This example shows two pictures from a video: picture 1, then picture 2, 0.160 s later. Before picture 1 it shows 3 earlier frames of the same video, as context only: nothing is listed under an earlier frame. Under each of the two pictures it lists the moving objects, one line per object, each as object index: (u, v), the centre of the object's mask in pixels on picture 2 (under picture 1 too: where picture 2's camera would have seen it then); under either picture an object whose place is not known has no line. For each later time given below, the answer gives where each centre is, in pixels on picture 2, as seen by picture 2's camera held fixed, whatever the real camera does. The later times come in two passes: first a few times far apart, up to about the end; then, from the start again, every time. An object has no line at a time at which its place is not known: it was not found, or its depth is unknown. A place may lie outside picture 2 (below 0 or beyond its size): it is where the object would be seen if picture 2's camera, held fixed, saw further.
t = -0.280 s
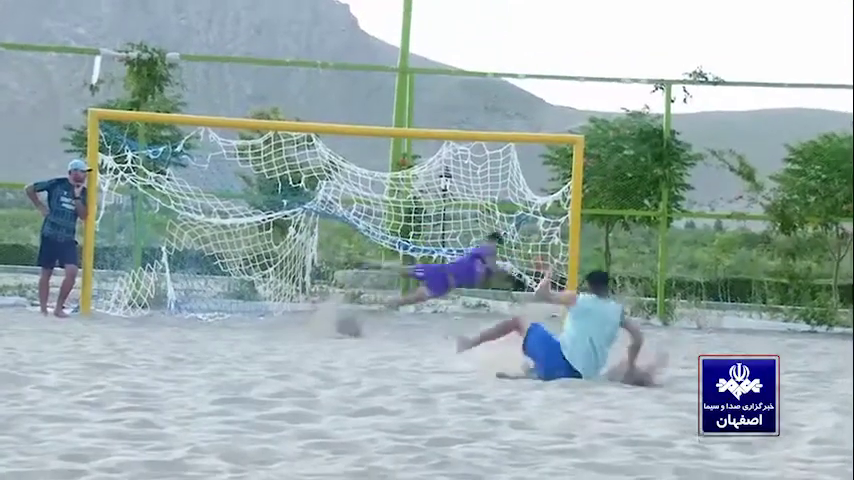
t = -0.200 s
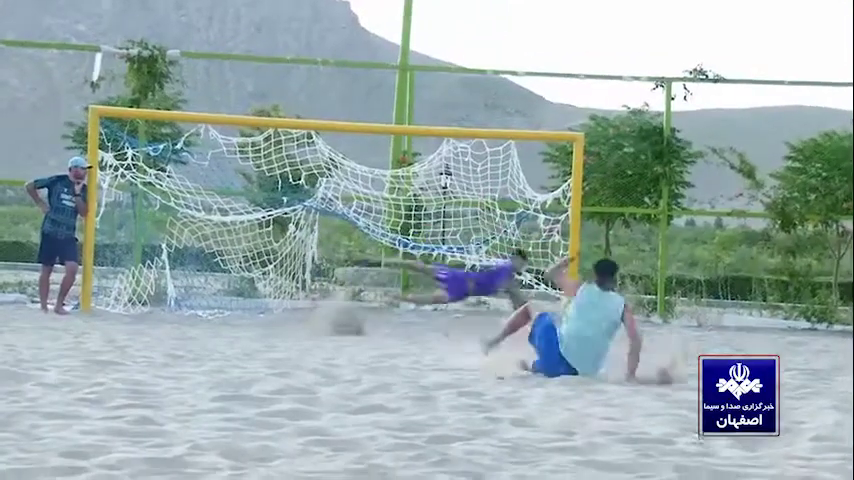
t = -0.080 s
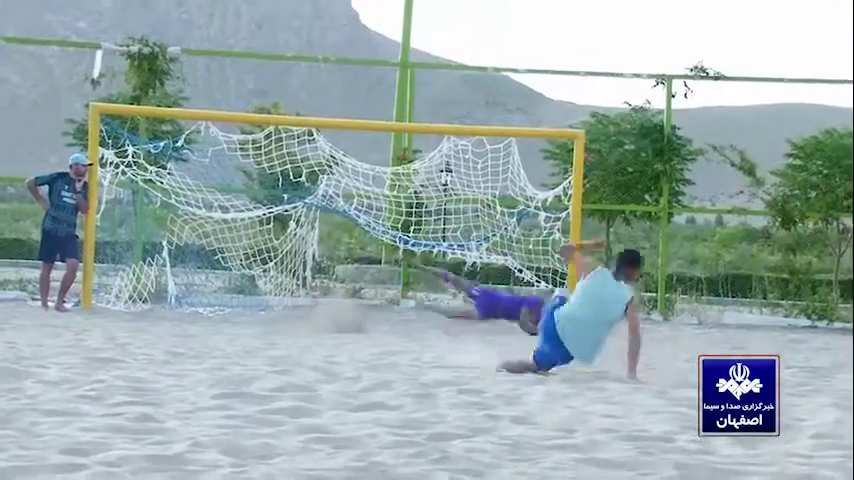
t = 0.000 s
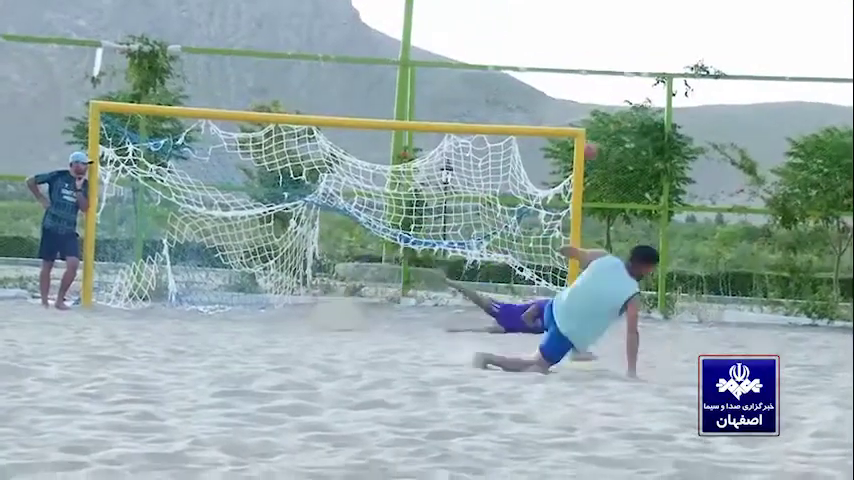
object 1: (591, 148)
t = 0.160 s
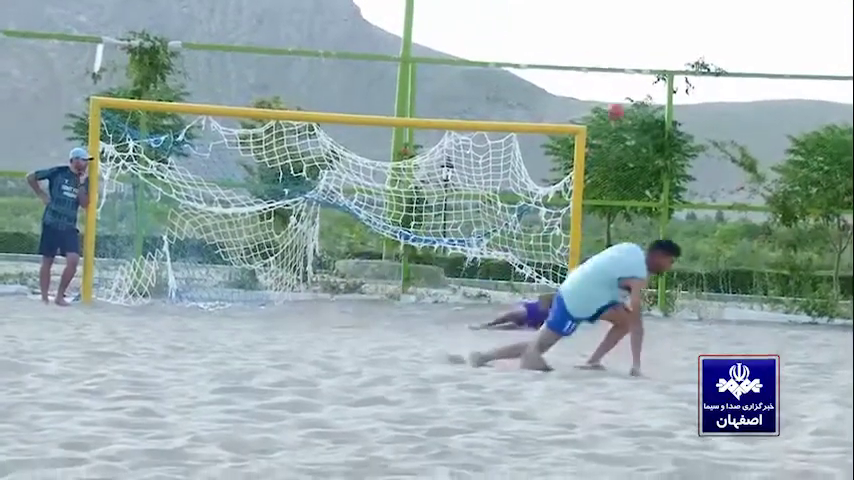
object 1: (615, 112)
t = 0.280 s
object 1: (636, 95)
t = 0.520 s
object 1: (678, 96)
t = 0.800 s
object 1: (728, 162)
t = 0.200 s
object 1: (623, 104)
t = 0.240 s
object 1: (630, 99)
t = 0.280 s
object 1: (636, 95)
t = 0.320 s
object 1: (643, 92)
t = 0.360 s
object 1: (650, 90)
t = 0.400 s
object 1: (657, 90)
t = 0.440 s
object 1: (664, 91)
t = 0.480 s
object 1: (671, 92)
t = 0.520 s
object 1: (678, 96)
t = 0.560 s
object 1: (685, 102)
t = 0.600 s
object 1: (693, 108)
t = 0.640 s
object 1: (700, 118)
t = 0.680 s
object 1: (707, 125)
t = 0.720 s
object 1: (712, 136)
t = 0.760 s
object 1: (723, 149)
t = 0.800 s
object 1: (728, 162)
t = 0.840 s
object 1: (737, 179)
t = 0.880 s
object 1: (743, 195)
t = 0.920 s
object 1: (750, 212)
